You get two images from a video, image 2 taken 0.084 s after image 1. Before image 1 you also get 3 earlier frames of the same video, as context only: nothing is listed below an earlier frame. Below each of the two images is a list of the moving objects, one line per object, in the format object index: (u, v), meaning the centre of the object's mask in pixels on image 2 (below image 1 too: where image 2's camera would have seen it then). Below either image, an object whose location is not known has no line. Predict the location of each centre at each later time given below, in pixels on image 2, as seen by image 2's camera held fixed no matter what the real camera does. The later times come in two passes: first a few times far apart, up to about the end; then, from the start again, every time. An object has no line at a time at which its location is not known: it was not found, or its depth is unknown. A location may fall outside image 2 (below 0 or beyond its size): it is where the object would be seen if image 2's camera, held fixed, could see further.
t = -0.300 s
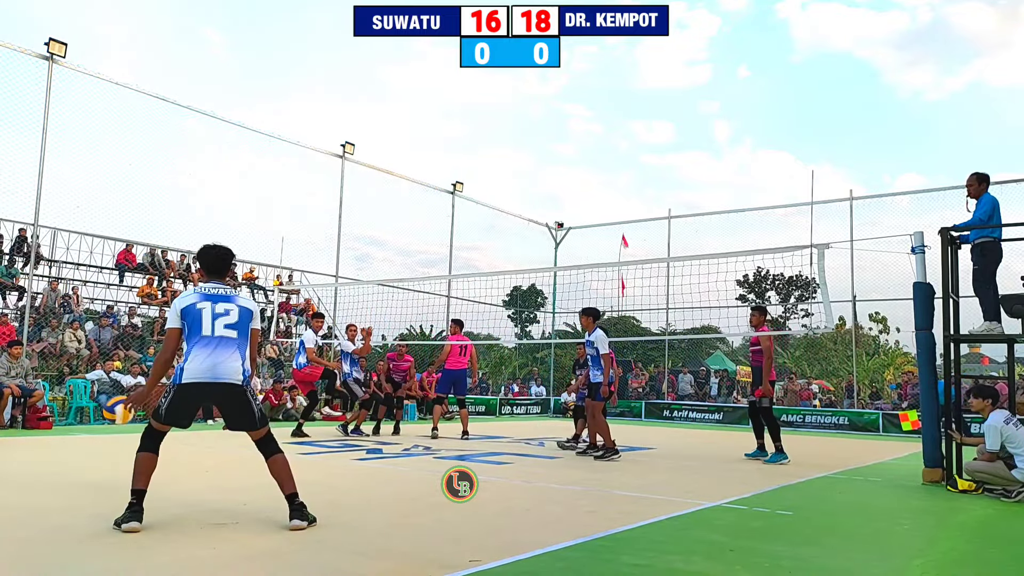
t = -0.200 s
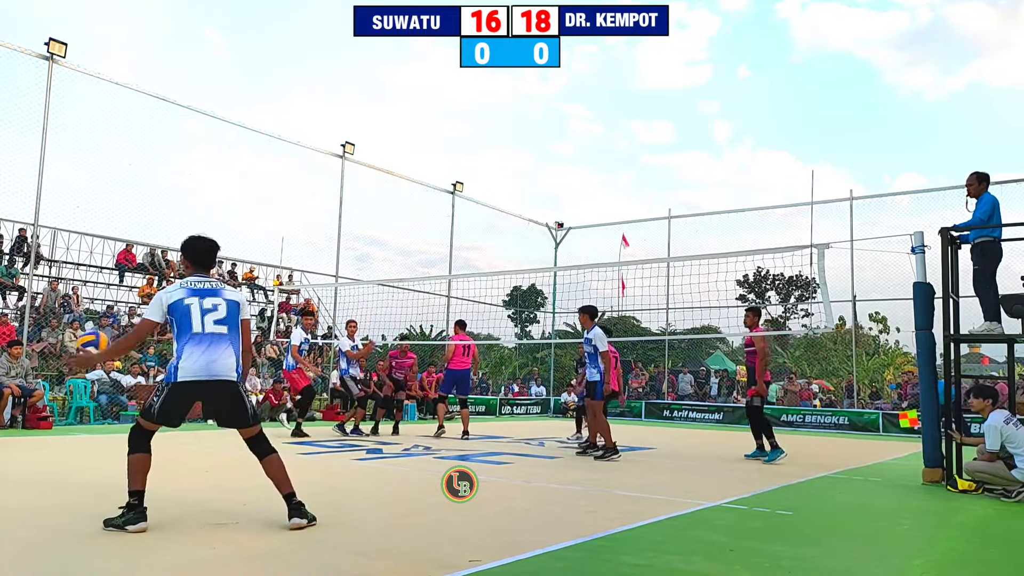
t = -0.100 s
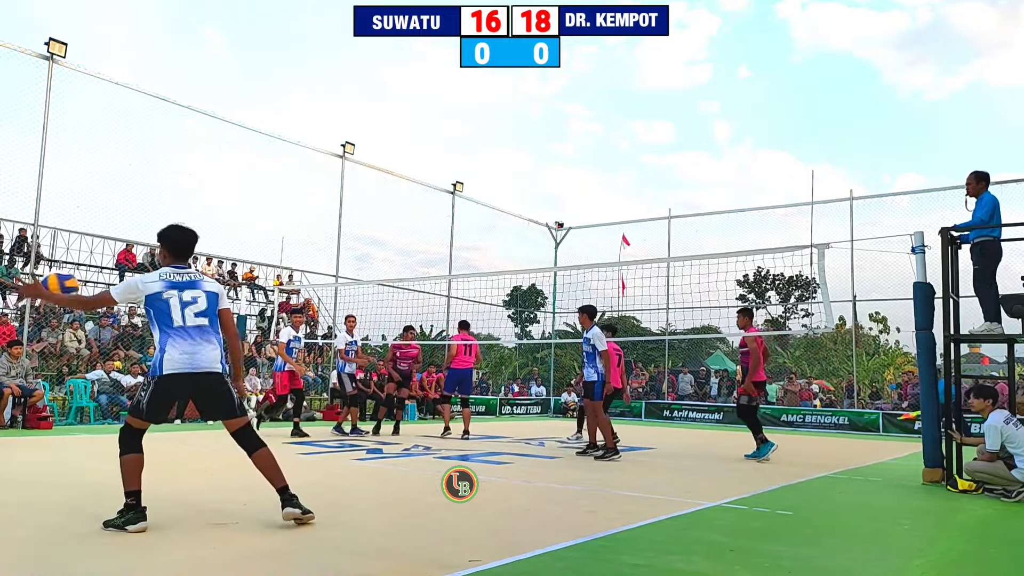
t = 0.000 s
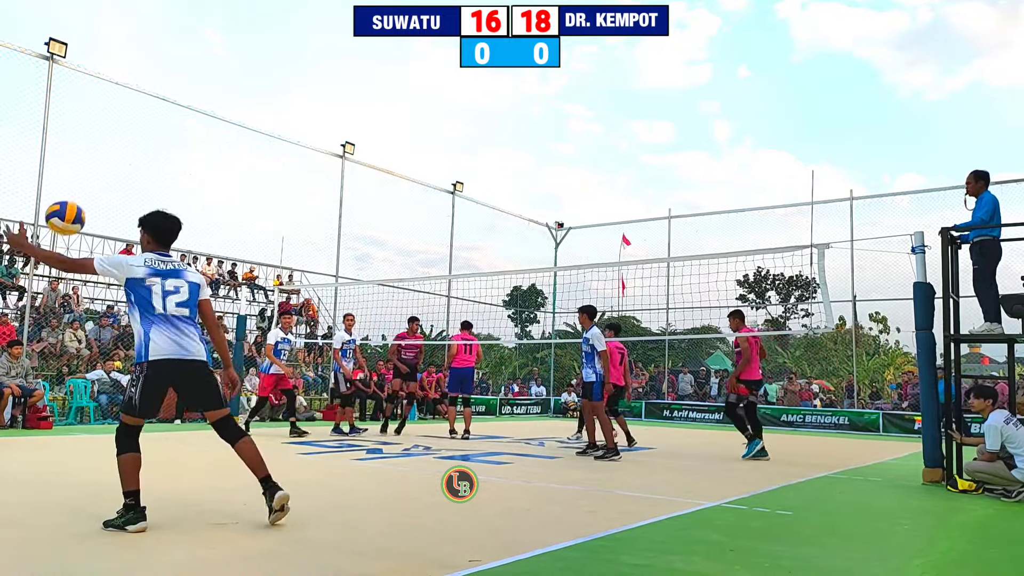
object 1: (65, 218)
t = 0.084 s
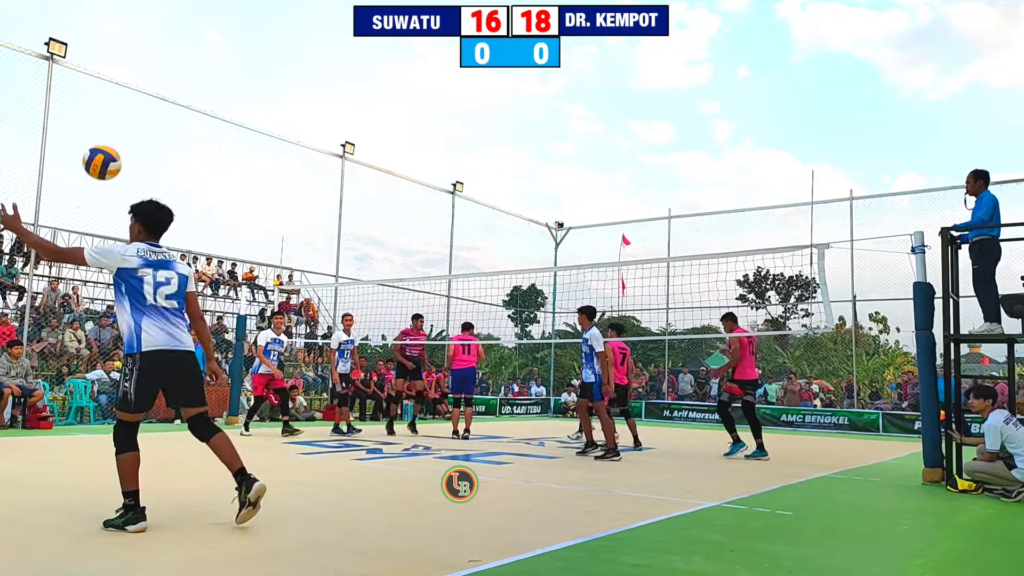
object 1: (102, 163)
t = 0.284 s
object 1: (182, 80)
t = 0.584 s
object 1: (287, 76)
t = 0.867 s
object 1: (375, 199)
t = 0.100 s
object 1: (109, 153)
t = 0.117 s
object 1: (116, 144)
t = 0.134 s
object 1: (123, 136)
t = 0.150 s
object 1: (130, 128)
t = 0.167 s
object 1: (136, 120)
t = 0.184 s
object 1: (143, 113)
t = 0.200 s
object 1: (150, 107)
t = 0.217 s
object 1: (157, 100)
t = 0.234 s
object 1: (163, 94)
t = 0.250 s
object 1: (170, 89)
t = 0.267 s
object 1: (176, 85)
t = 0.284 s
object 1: (182, 80)
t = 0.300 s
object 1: (189, 76)
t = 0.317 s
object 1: (195, 73)
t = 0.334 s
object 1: (201, 70)
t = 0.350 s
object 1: (207, 67)
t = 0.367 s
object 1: (213, 65)
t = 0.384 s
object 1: (219, 63)
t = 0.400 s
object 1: (225, 62)
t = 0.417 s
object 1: (231, 61)
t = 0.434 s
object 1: (237, 60)
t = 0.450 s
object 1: (242, 60)
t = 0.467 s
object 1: (248, 61)
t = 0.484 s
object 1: (254, 62)
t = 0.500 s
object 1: (260, 63)
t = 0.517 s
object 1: (265, 65)
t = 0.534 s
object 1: (271, 67)
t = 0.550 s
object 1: (277, 69)
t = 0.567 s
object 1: (282, 72)
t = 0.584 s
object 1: (287, 76)
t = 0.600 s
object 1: (293, 79)
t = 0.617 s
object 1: (298, 84)
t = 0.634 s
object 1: (303, 89)
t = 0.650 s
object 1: (309, 94)
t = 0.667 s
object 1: (314, 99)
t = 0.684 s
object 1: (319, 105)
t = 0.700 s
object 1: (325, 112)
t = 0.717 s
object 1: (330, 118)
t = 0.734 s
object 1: (335, 125)
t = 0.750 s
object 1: (340, 133)
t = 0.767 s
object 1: (345, 141)
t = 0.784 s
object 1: (350, 149)
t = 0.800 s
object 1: (355, 158)
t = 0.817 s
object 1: (360, 168)
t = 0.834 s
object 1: (365, 178)
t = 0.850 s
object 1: (370, 188)
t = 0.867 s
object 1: (375, 199)
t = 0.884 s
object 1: (380, 210)
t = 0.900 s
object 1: (385, 221)
